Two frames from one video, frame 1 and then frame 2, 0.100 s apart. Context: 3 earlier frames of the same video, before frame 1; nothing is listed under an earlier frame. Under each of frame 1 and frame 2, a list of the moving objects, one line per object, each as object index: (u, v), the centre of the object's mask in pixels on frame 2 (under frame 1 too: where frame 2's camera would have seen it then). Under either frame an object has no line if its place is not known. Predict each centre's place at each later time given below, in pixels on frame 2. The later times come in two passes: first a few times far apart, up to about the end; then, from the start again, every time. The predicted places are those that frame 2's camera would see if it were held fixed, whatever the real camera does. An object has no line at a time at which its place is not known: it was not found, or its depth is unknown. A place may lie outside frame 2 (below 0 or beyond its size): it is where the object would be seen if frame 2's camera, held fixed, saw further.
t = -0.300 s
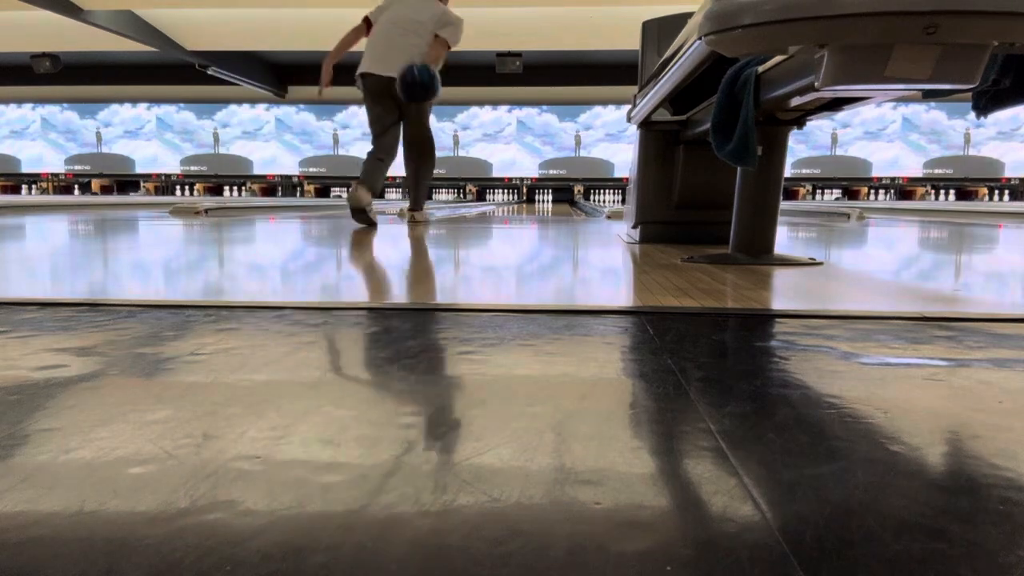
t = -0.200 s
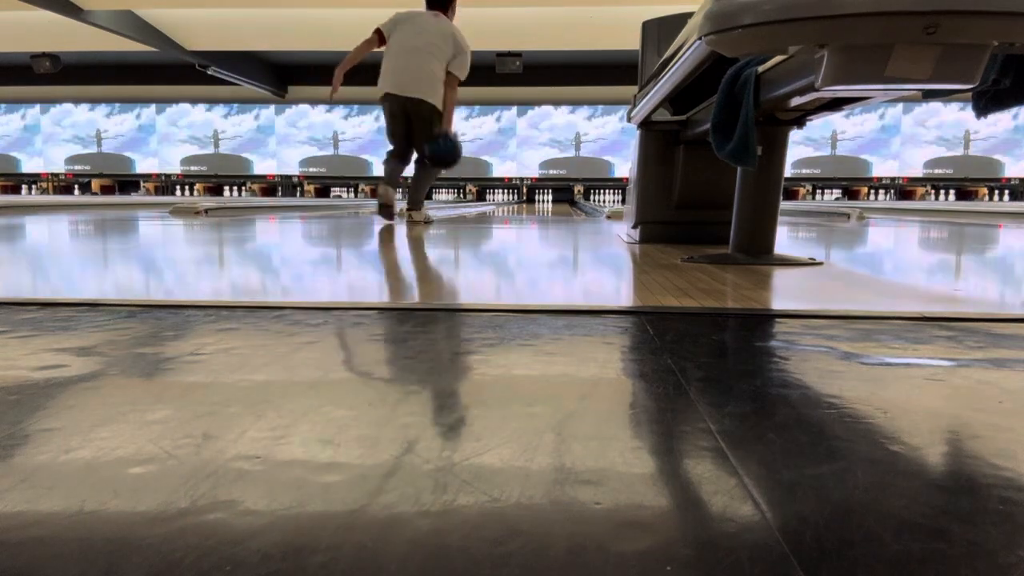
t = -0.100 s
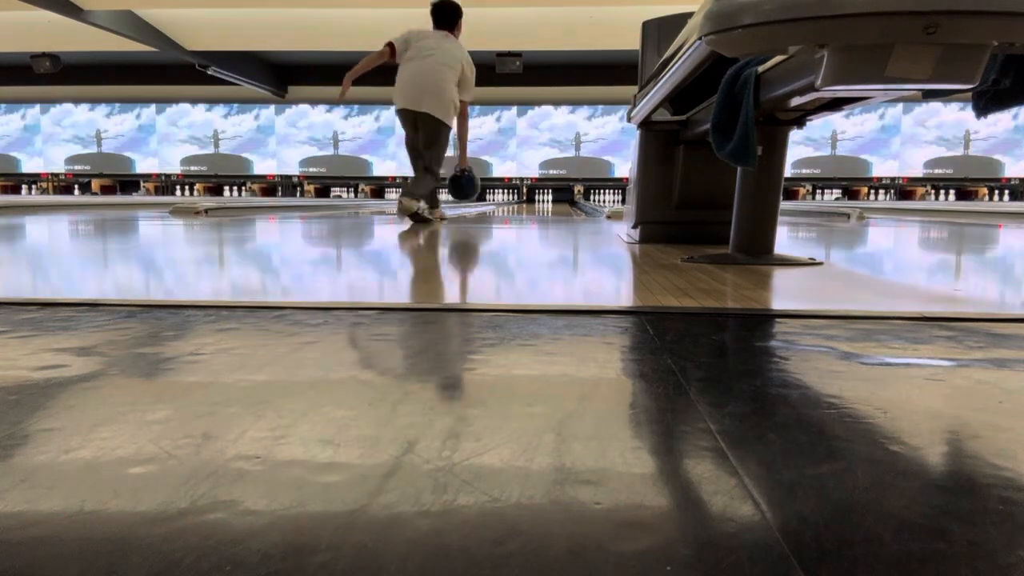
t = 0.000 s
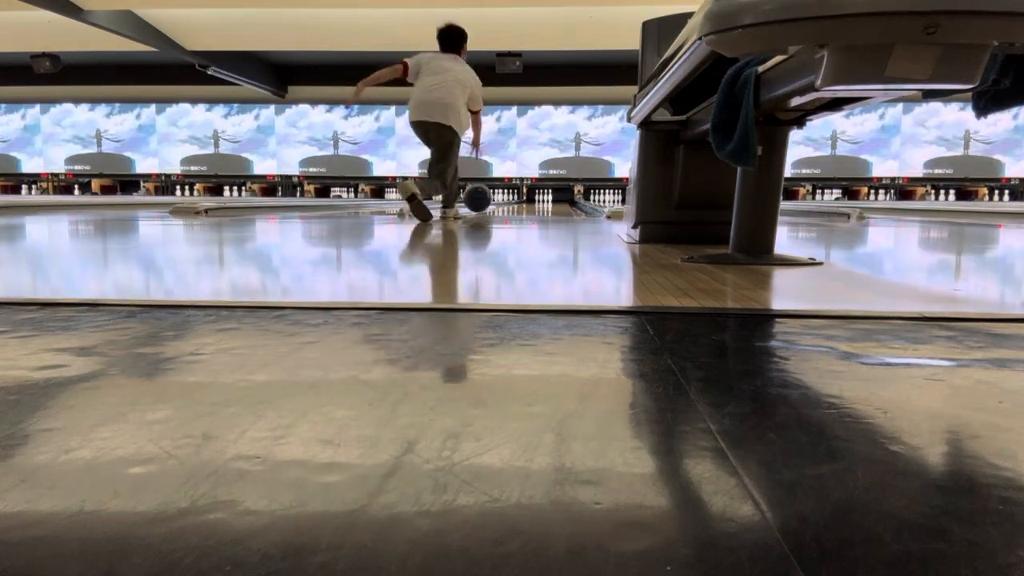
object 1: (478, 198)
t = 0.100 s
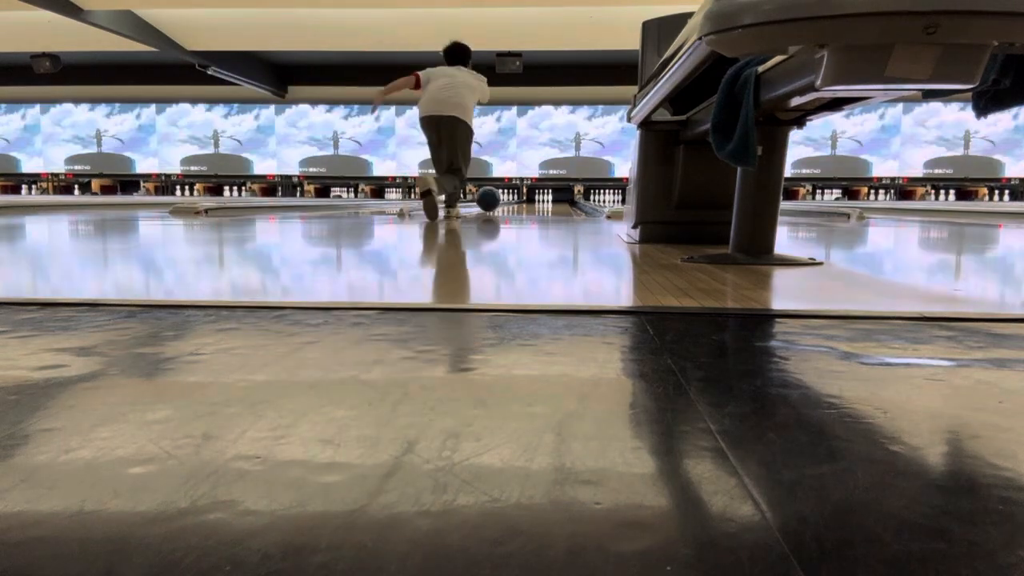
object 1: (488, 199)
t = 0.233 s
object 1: (499, 201)
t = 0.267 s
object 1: (503, 200)
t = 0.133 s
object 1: (491, 199)
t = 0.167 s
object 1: (494, 201)
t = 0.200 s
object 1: (497, 201)
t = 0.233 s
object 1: (499, 201)
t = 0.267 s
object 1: (503, 200)
